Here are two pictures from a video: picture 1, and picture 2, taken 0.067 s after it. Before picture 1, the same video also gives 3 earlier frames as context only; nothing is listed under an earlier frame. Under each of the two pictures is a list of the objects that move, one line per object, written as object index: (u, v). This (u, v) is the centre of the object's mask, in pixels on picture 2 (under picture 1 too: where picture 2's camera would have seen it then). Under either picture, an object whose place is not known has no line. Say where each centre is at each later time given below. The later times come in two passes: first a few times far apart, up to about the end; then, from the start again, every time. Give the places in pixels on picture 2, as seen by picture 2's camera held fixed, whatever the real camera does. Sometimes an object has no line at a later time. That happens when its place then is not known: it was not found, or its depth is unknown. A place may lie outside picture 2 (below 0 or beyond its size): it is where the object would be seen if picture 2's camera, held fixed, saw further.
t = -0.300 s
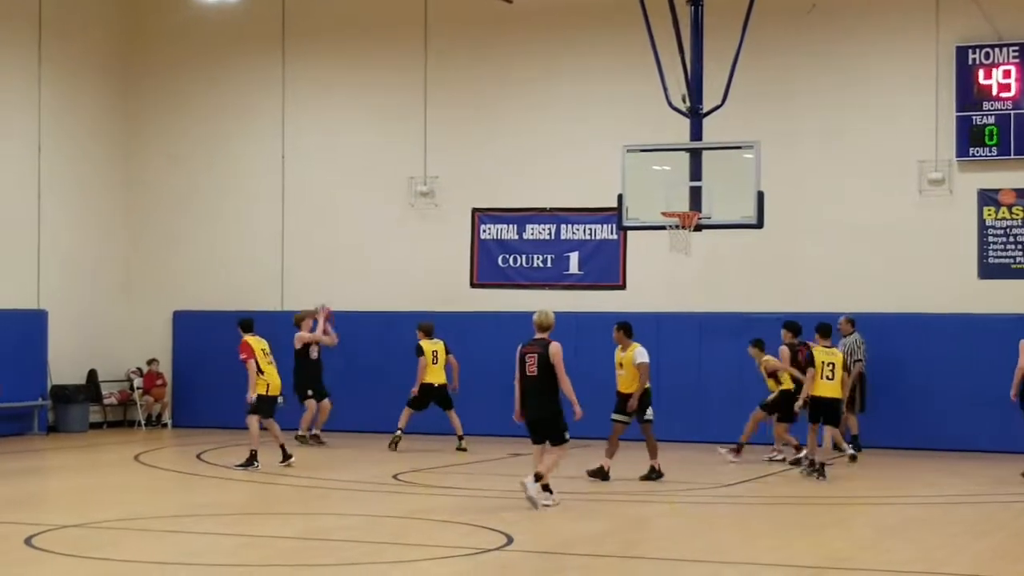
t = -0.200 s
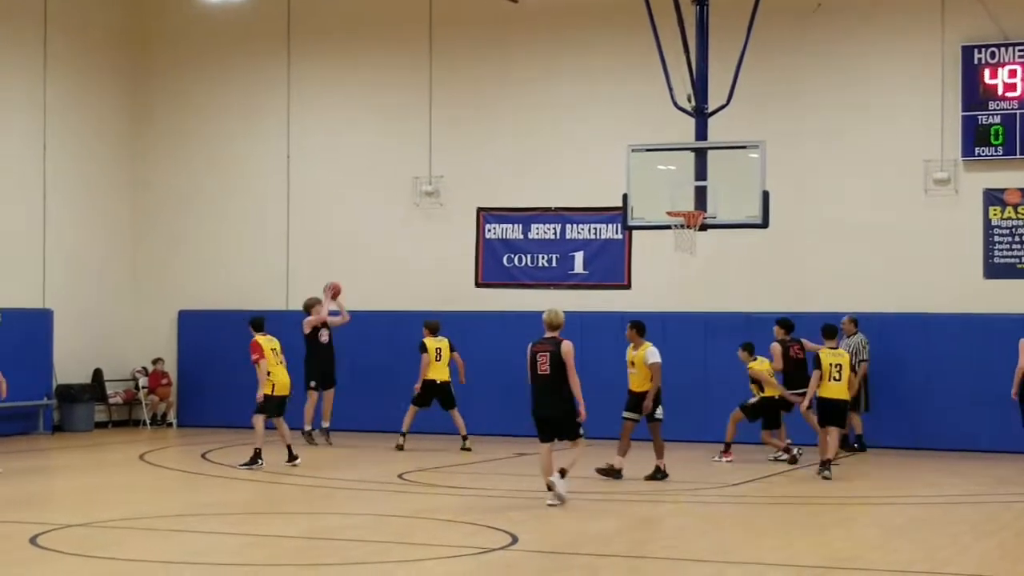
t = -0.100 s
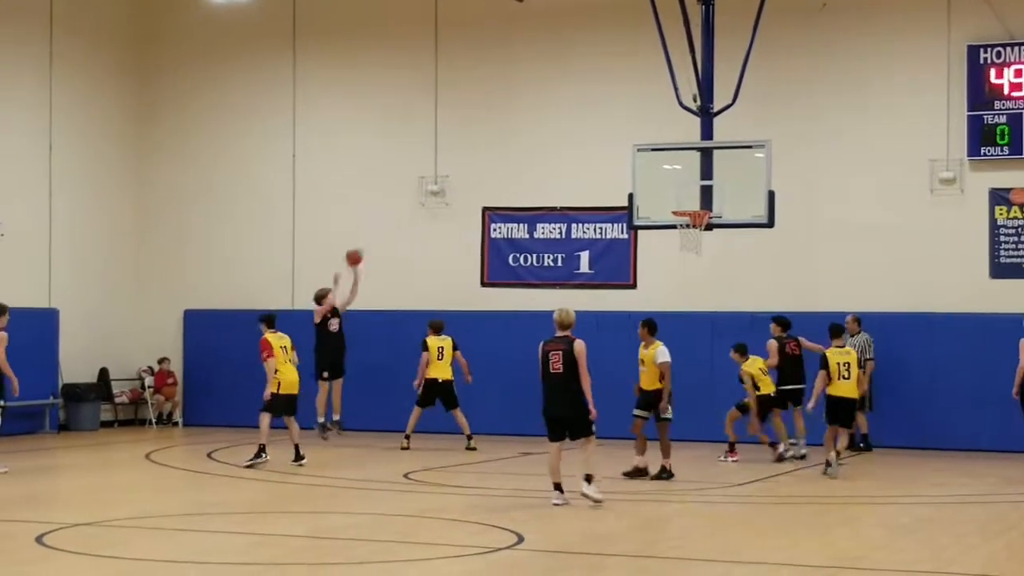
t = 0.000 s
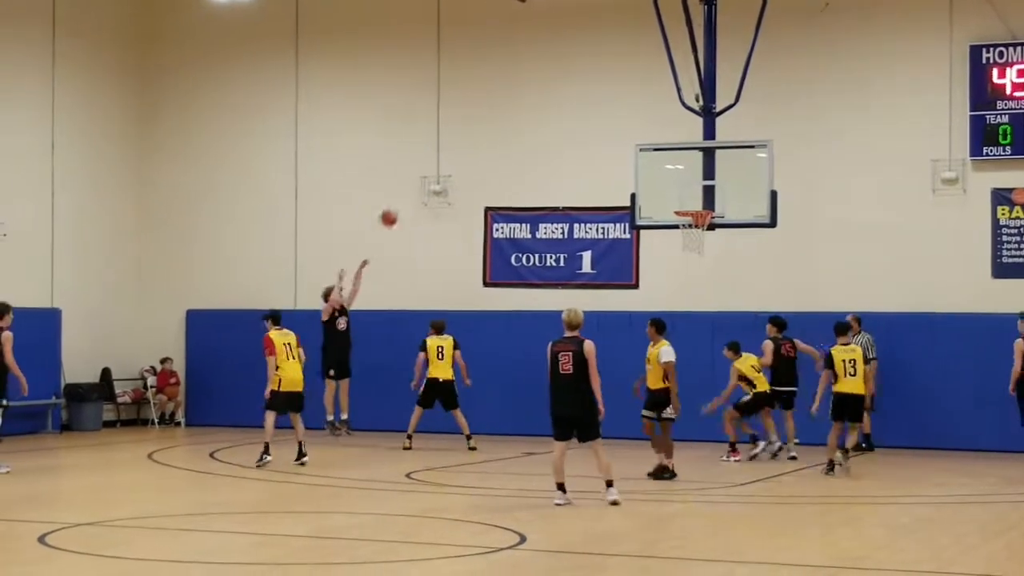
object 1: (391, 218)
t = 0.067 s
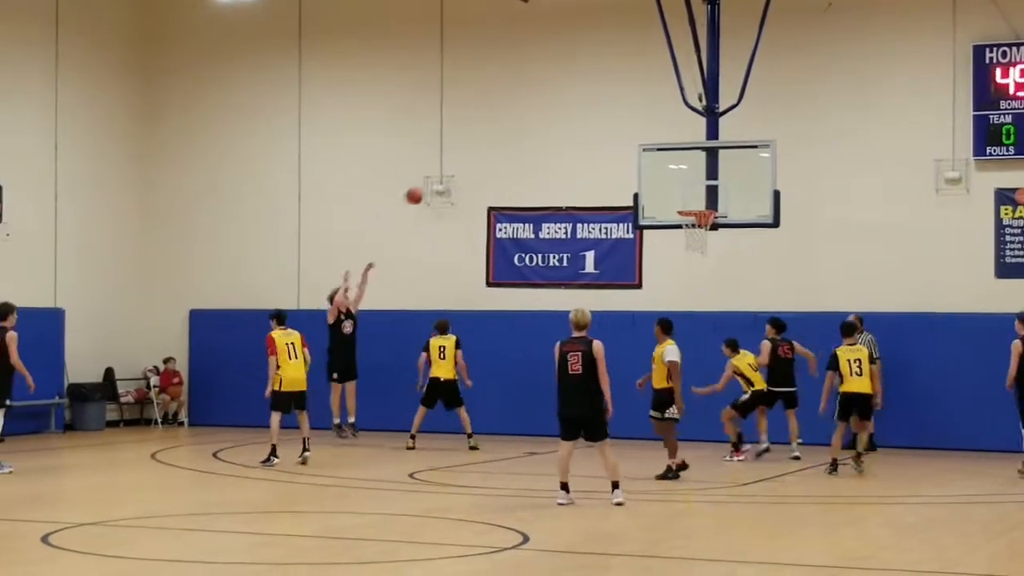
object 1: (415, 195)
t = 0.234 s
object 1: (470, 154)
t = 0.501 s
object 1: (559, 130)
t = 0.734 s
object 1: (635, 151)
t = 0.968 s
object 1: (702, 206)
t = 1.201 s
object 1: (719, 191)
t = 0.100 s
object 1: (425, 186)
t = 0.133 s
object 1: (437, 176)
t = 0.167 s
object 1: (448, 169)
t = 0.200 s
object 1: (459, 161)
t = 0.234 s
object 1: (470, 154)
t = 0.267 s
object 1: (481, 149)
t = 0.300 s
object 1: (492, 144)
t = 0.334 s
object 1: (504, 139)
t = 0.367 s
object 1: (514, 136)
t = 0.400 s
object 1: (525, 134)
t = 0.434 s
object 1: (536, 131)
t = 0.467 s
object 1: (548, 130)
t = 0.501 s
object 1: (559, 130)
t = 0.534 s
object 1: (570, 130)
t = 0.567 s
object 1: (581, 131)
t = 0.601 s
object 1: (592, 135)
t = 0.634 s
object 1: (603, 138)
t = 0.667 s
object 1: (614, 141)
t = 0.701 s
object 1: (624, 146)
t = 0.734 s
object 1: (635, 151)
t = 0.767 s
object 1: (646, 158)
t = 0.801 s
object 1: (657, 165)
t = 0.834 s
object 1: (669, 174)
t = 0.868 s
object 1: (679, 182)
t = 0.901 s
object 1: (691, 192)
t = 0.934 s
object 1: (701, 202)
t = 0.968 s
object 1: (702, 206)
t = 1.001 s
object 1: (690, 207)
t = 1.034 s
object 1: (688, 205)
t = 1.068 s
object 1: (695, 201)
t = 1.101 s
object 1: (701, 197)
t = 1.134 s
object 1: (707, 194)
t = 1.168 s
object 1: (712, 193)
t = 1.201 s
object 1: (719, 191)
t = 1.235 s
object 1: (723, 190)
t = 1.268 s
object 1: (724, 191)
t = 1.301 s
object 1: (725, 192)
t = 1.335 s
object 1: (727, 194)
